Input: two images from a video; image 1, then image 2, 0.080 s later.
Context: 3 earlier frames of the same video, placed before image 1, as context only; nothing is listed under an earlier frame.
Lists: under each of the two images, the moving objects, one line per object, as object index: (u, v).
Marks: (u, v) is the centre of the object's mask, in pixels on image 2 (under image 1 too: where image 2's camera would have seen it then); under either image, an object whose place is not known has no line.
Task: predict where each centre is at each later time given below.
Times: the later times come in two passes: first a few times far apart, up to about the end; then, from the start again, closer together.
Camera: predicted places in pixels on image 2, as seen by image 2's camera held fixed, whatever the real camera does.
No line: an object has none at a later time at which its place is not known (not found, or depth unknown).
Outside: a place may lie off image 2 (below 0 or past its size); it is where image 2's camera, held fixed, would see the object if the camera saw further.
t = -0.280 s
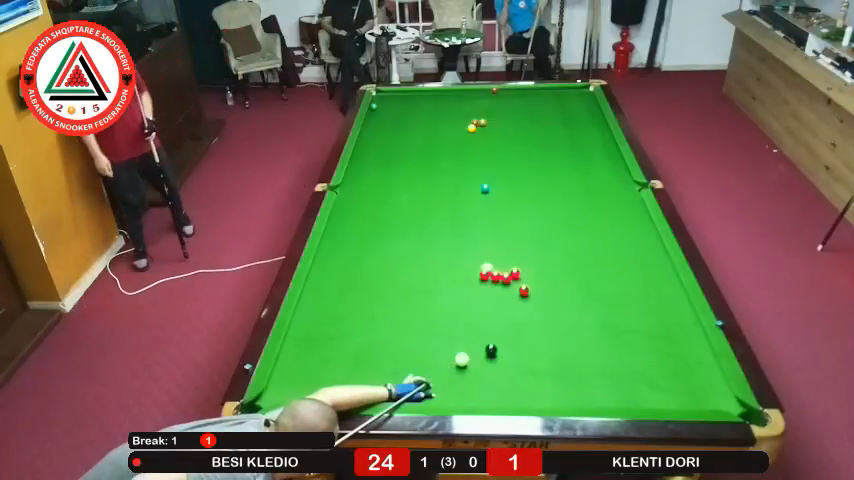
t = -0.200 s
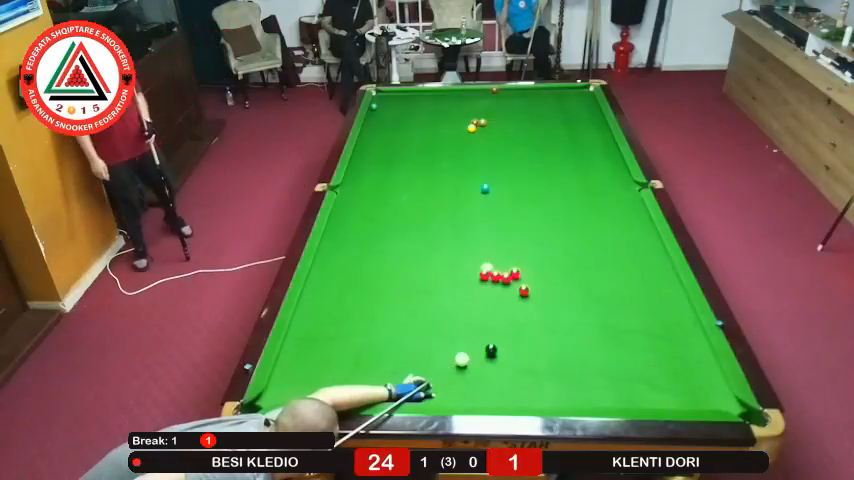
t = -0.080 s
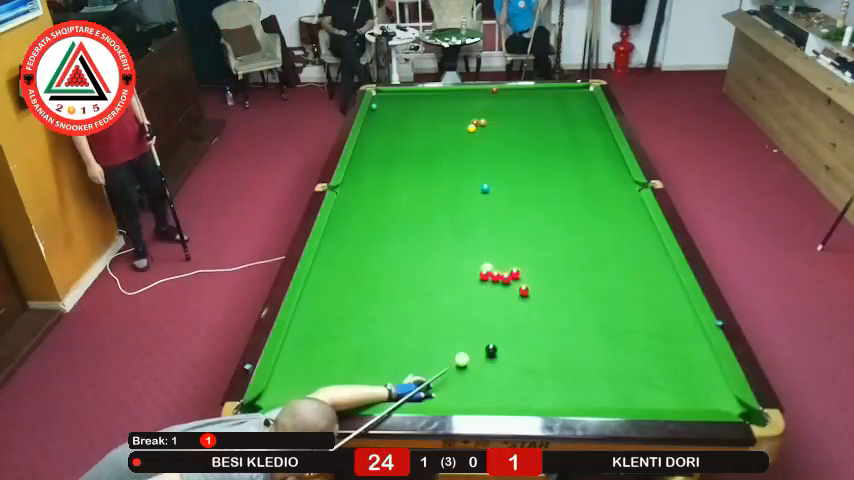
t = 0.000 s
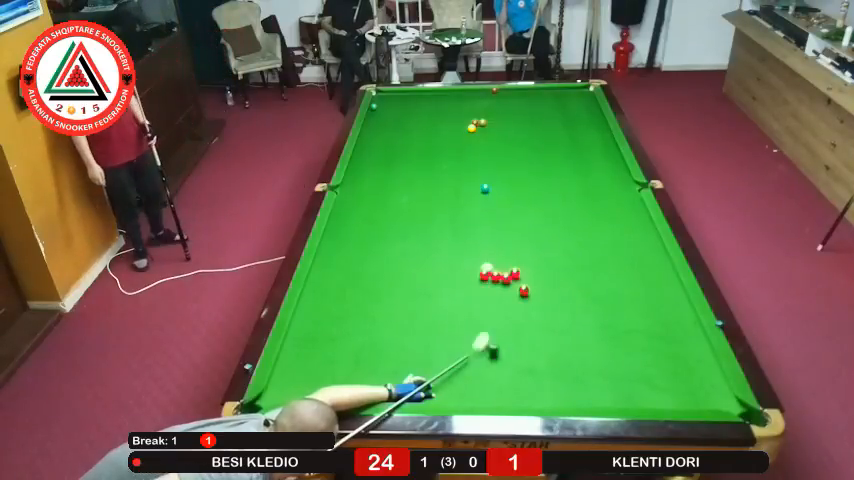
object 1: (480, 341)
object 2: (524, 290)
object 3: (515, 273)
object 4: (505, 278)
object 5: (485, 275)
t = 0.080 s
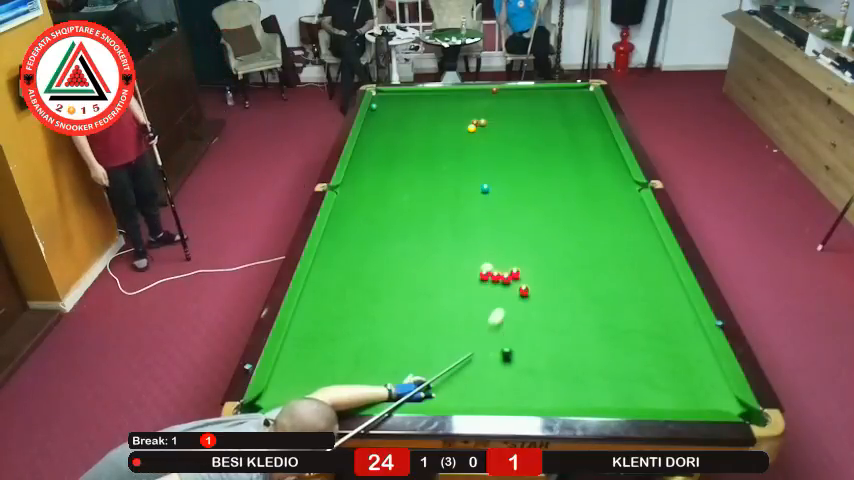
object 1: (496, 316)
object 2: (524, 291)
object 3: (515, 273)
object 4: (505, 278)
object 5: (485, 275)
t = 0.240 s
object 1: (507, 284)
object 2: (542, 284)
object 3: (514, 273)
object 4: (504, 275)
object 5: (485, 275)
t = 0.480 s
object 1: (500, 275)
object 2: (594, 267)
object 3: (536, 262)
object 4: (507, 269)
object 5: (469, 273)
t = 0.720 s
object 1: (495, 265)
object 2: (637, 253)
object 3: (555, 253)
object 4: (506, 263)
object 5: (456, 271)
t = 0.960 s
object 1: (494, 257)
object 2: (642, 242)
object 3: (571, 244)
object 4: (508, 258)
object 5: (444, 270)
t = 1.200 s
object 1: (492, 249)
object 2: (609, 233)
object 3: (587, 236)
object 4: (509, 253)
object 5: (433, 269)
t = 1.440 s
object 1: (491, 243)
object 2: (592, 220)
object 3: (590, 233)
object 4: (510, 249)
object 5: (423, 268)
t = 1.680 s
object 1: (489, 237)
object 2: (581, 207)
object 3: (587, 233)
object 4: (510, 245)
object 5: (415, 267)
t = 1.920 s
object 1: (488, 232)
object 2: (571, 195)
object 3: (586, 233)
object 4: (510, 243)
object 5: (407, 267)
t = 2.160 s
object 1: (487, 228)
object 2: (561, 184)
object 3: (586, 233)
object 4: (510, 241)
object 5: (401, 266)
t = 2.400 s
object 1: (486, 224)
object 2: (553, 175)
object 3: (586, 233)
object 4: (510, 239)
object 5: (396, 265)
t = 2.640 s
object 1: (485, 221)
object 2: (546, 166)
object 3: (586, 233)
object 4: (510, 238)
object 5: (391, 265)
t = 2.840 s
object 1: (484, 218)
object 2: (540, 160)
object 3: (586, 233)
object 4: (509, 238)
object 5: (389, 265)
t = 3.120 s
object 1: (484, 216)
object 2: (534, 152)
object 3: (586, 233)
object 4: (510, 238)
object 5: (387, 265)
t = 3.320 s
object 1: (483, 215)
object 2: (529, 146)
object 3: (586, 233)
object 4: (510, 238)
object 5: (386, 265)
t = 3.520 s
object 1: (482, 214)
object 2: (525, 141)
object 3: (586, 233)
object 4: (510, 238)
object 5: (386, 265)
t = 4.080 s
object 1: (481, 214)
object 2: (515, 129)
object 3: (586, 233)
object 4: (510, 238)
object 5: (386, 264)
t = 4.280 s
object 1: (481, 214)
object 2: (512, 126)
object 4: (510, 238)
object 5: (386, 264)
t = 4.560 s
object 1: (481, 214)
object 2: (508, 121)
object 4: (510, 238)
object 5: (386, 264)
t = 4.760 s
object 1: (481, 214)
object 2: (506, 118)
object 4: (510, 238)
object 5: (386, 264)
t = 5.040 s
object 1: (481, 214)
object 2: (503, 115)
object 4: (510, 238)
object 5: (386, 264)
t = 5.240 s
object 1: (481, 214)
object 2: (501, 112)
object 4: (510, 238)
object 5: (386, 264)
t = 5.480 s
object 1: (481, 214)
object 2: (499, 110)
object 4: (510, 238)
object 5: (386, 264)
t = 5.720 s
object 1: (481, 214)
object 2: (496, 108)
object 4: (510, 238)
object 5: (386, 264)
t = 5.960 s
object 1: (481, 214)
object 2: (495, 106)
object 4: (510, 238)
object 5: (386, 264)
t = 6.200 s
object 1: (481, 214)
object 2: (493, 104)
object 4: (510, 238)
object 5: (386, 264)
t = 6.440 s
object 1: (481, 214)
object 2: (492, 103)
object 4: (510, 238)
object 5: (386, 264)
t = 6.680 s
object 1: (481, 214)
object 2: (491, 101)
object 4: (510, 238)
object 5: (386, 264)
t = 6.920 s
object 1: (481, 214)
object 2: (490, 100)
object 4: (510, 238)
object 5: (386, 264)
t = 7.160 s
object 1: (481, 214)
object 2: (489, 100)
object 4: (510, 238)
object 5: (386, 264)
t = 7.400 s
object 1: (481, 214)
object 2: (489, 100)
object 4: (510, 238)
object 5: (386, 264)
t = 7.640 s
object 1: (481, 214)
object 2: (489, 99)
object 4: (510, 238)
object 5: (386, 264)
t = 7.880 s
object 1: (481, 214)
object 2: (489, 99)
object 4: (510, 238)
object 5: (386, 264)
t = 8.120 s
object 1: (481, 214)
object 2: (489, 99)
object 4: (510, 238)
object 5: (386, 264)
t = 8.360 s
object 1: (481, 214)
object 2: (489, 99)
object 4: (510, 238)
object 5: (386, 264)
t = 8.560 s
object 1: (481, 214)
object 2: (489, 99)
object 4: (510, 238)
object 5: (386, 264)
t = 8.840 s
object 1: (481, 214)
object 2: (489, 99)
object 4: (510, 238)
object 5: (386, 264)
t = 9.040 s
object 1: (481, 214)
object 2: (489, 99)
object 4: (510, 238)
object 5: (386, 264)
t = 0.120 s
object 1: (504, 305)
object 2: (524, 290)
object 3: (515, 273)
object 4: (505, 278)
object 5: (485, 275)
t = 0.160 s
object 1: (511, 295)
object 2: (524, 290)
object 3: (515, 273)
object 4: (505, 278)
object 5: (485, 275)
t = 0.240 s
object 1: (507, 284)
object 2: (542, 284)
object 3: (514, 273)
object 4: (504, 275)
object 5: (485, 275)
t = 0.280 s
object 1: (505, 284)
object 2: (553, 281)
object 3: (518, 271)
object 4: (505, 274)
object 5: (482, 275)
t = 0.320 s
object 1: (503, 283)
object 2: (562, 277)
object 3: (523, 269)
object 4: (506, 273)
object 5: (480, 275)
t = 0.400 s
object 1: (501, 279)
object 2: (579, 272)
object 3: (530, 266)
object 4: (506, 271)
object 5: (474, 274)
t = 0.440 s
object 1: (500, 277)
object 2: (587, 269)
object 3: (533, 264)
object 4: (507, 270)
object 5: (472, 273)
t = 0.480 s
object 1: (500, 275)
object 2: (594, 267)
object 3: (536, 262)
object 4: (507, 269)
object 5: (469, 273)
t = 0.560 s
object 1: (498, 272)
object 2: (609, 262)
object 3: (543, 259)
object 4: (507, 267)
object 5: (465, 272)
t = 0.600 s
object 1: (498, 270)
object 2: (616, 260)
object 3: (546, 257)
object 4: (507, 266)
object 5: (463, 272)
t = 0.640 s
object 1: (497, 268)
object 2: (623, 258)
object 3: (549, 255)
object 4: (506, 265)
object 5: (460, 272)
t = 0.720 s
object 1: (495, 265)
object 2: (637, 253)
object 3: (555, 253)
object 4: (506, 263)
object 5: (456, 271)
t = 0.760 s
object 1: (495, 264)
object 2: (644, 251)
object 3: (558, 251)
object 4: (507, 262)
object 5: (454, 271)
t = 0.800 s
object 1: (495, 262)
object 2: (651, 248)
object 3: (561, 249)
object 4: (507, 262)
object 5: (452, 271)
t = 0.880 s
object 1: (494, 259)
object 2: (654, 245)
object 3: (566, 246)
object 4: (507, 260)
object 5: (448, 270)
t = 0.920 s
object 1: (494, 258)
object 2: (647, 244)
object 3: (569, 245)
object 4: (507, 259)
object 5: (446, 270)
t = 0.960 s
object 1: (494, 257)
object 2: (642, 242)
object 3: (571, 244)
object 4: (508, 258)
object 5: (444, 270)
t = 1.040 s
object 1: (493, 254)
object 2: (631, 238)
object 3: (577, 241)
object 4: (508, 257)
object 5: (440, 269)
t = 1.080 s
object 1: (493, 253)
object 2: (625, 237)
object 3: (579, 240)
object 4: (508, 256)
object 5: (438, 269)
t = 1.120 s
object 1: (493, 252)
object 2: (620, 236)
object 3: (582, 238)
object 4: (508, 255)
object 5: (436, 269)
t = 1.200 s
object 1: (492, 249)
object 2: (609, 233)
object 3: (587, 236)
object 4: (509, 253)
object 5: (433, 269)
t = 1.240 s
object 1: (492, 248)
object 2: (604, 232)
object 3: (590, 234)
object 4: (509, 252)
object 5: (431, 268)
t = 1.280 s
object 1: (492, 247)
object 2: (600, 229)
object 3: (592, 233)
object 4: (509, 252)
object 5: (430, 268)
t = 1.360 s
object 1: (491, 245)
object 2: (596, 225)
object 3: (590, 234)
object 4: (509, 250)
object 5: (427, 268)
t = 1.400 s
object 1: (491, 244)
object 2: (594, 222)
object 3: (590, 233)
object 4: (509, 250)
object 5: (425, 268)
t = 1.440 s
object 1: (491, 243)
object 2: (592, 220)
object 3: (590, 233)
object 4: (510, 249)
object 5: (423, 268)
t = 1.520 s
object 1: (490, 241)
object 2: (588, 216)
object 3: (588, 233)
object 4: (510, 248)
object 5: (420, 268)
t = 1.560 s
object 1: (490, 240)
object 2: (586, 213)
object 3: (588, 233)
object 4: (510, 247)
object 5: (419, 268)
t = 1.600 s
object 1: (490, 239)
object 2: (584, 211)
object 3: (587, 233)
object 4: (510, 246)
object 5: (418, 267)
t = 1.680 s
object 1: (489, 237)
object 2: (581, 207)
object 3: (587, 233)
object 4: (510, 245)
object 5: (415, 267)
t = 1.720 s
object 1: (489, 236)
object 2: (579, 205)
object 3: (587, 233)
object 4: (510, 245)
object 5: (413, 267)
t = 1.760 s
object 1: (489, 235)
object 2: (577, 203)
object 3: (586, 233)
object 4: (510, 245)
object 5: (412, 267)
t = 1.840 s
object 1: (489, 233)
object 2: (574, 199)
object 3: (586, 233)
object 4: (510, 244)
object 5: (410, 266)
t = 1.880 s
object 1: (489, 233)
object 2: (572, 197)
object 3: (586, 233)
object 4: (510, 243)
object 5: (408, 267)
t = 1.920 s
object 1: (488, 232)
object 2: (571, 195)
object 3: (586, 233)
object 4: (510, 243)
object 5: (407, 267)
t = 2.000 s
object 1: (488, 230)
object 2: (567, 192)
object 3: (586, 233)
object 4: (510, 242)
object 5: (405, 266)
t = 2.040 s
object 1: (488, 230)
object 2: (566, 190)
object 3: (586, 233)
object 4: (510, 242)
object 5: (404, 266)
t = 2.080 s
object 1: (487, 229)
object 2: (564, 188)
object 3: (586, 233)
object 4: (510, 241)
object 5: (403, 266)
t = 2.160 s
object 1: (487, 228)
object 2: (561, 184)
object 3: (586, 233)
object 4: (510, 241)
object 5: (401, 266)
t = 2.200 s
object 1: (487, 227)
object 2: (560, 183)
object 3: (586, 233)
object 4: (510, 241)
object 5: (400, 266)
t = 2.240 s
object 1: (487, 226)
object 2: (559, 181)
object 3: (586, 233)
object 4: (510, 240)
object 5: (399, 266)
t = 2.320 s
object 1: (486, 225)
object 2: (556, 178)
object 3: (586, 233)
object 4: (510, 240)
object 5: (397, 265)
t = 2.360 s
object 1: (486, 225)
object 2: (555, 177)
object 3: (586, 233)
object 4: (510, 240)
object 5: (396, 265)
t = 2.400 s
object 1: (486, 224)
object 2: (553, 175)
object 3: (586, 233)
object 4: (510, 239)
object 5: (396, 265)
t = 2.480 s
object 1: (486, 223)
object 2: (551, 172)
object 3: (586, 233)
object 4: (510, 239)
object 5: (394, 265)
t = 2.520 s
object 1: (486, 222)
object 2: (550, 171)
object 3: (586, 233)
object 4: (510, 239)
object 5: (394, 265)
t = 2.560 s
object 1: (485, 222)
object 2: (548, 169)
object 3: (586, 233)
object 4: (510, 239)
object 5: (393, 265)
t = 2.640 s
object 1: (485, 221)
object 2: (546, 166)
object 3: (586, 233)
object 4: (510, 238)
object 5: (391, 265)
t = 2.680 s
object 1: (485, 220)
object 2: (545, 165)
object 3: (586, 233)
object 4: (510, 238)
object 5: (391, 265)
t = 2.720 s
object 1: (485, 220)
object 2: (544, 164)
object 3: (586, 233)
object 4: (510, 238)
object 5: (391, 265)
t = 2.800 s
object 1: (484, 219)
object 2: (542, 161)
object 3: (586, 233)
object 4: (509, 238)
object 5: (390, 265)
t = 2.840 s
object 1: (484, 218)
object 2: (540, 160)
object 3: (586, 233)
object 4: (509, 238)
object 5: (389, 265)
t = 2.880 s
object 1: (484, 218)
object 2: (539, 159)
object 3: (585, 233)
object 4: (509, 238)
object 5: (389, 265)
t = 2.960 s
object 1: (484, 217)
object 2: (537, 157)
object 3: (586, 233)
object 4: (509, 238)
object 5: (388, 265)
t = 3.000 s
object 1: (484, 217)
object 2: (536, 155)
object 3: (586, 233)
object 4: (510, 238)
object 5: (387, 265)
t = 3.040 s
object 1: (484, 217)
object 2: (535, 154)
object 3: (586, 233)
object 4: (510, 238)
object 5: (387, 265)
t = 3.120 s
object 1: (484, 216)
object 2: (534, 152)
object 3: (586, 233)
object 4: (510, 238)
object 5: (387, 265)
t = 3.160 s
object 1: (484, 216)
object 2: (533, 151)
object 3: (586, 233)
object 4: (510, 238)
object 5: (387, 265)
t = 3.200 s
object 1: (483, 216)
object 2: (532, 149)
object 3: (585, 233)
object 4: (510, 238)
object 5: (387, 265)
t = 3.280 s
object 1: (483, 215)
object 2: (530, 147)
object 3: (586, 233)
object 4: (510, 238)
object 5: (386, 265)
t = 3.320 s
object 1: (483, 215)
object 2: (529, 146)
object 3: (586, 233)
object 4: (510, 238)
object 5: (386, 265)
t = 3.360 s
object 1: (483, 215)
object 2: (528, 145)
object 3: (586, 233)
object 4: (510, 238)
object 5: (386, 264)
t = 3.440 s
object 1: (482, 215)
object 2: (527, 143)
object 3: (586, 233)
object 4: (510, 238)
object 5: (386, 264)
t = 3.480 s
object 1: (482, 215)
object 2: (526, 142)
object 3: (586, 233)
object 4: (510, 238)
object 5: (386, 265)
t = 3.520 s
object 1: (482, 214)
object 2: (525, 141)
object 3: (586, 233)
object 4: (510, 238)
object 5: (386, 265)
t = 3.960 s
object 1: (481, 214)
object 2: (517, 132)
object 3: (586, 233)
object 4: (510, 238)
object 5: (386, 264)
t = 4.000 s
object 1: (481, 214)
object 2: (516, 131)
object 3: (586, 233)
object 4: (510, 238)
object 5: (386, 264)
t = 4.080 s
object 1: (481, 214)
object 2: (515, 129)
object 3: (586, 233)
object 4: (510, 238)
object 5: (386, 264)
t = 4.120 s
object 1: (481, 214)
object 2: (514, 129)
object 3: (586, 233)
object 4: (510, 238)
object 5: (386, 264)
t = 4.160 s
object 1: (481, 214)
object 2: (514, 128)
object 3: (586, 233)
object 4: (510, 238)
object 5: (386, 264)
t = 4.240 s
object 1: (481, 214)
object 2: (513, 127)
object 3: (586, 233)
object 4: (510, 238)
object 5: (386, 264)
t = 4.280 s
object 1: (481, 214)
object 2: (512, 126)
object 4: (510, 238)
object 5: (386, 264)
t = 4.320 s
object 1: (481, 214)
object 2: (511, 125)
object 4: (510, 238)
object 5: (386, 264)
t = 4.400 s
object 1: (481, 214)
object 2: (510, 124)
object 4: (510, 238)
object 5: (386, 264)
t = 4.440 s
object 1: (481, 214)
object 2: (510, 123)
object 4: (510, 238)
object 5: (386, 264)
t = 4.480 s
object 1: (481, 214)
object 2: (509, 122)
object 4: (510, 238)
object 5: (386, 264)
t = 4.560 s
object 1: (481, 214)
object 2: (508, 121)
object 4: (510, 238)
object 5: (386, 264)
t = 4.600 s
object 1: (481, 214)
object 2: (507, 120)
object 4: (510, 238)
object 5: (386, 264)
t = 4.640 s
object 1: (481, 214)
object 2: (507, 120)
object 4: (510, 238)
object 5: (386, 264)
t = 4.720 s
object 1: (481, 214)
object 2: (506, 119)
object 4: (510, 238)
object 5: (386, 264)
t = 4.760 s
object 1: (481, 214)
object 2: (506, 118)
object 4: (510, 238)
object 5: (386, 264)
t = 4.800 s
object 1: (481, 214)
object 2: (505, 118)
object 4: (510, 238)
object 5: (386, 264)
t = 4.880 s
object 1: (481, 214)
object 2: (505, 116)
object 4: (510, 238)
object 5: (386, 264)
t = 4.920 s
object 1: (481, 214)
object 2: (504, 116)
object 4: (510, 238)
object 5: (386, 264)
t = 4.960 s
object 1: (481, 214)
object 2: (504, 116)
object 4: (510, 238)
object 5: (386, 264)
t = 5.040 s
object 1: (481, 214)
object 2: (503, 115)
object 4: (510, 238)
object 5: (386, 264)
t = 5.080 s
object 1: (481, 214)
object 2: (502, 114)
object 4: (510, 238)
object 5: (386, 264)
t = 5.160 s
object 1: (481, 214)
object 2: (501, 113)
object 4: (510, 238)
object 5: (386, 264)
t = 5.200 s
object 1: (481, 214)
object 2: (501, 113)
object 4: (510, 238)
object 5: (386, 264)
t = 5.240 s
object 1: (481, 214)
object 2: (501, 112)
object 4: (510, 238)
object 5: (386, 264)
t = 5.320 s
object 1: (481, 214)
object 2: (500, 111)
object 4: (510, 238)
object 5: (386, 264)
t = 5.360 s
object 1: (481, 214)
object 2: (500, 111)
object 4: (510, 238)
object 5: (386, 264)
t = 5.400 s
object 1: (481, 214)
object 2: (499, 111)
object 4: (510, 238)
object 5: (386, 264)
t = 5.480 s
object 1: (481, 214)
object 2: (499, 110)
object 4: (510, 238)
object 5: (386, 264)
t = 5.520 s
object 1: (481, 214)
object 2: (498, 109)
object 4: (510, 238)
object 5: (386, 264)
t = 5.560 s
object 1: (481, 214)
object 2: (498, 109)
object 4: (510, 238)
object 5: (386, 264)
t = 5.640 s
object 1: (481, 214)
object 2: (497, 108)
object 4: (510, 238)
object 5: (386, 264)
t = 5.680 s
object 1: (481, 214)
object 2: (497, 108)
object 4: (510, 238)
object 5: (386, 264)
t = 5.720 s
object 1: (481, 214)
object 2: (496, 108)
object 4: (510, 238)
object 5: (386, 264)
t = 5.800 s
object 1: (481, 214)
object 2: (496, 107)
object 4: (510, 238)
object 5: (386, 264)
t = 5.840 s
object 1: (481, 214)
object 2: (496, 107)
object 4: (510, 238)
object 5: (386, 264)
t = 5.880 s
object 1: (481, 214)
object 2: (496, 107)
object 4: (510, 238)
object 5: (386, 264)
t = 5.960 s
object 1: (481, 214)
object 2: (495, 106)
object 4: (510, 238)
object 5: (386, 264)
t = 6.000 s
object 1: (481, 214)
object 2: (495, 106)
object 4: (510, 238)
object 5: (386, 264)
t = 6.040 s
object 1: (481, 214)
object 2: (494, 105)
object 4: (510, 238)
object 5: (386, 264)
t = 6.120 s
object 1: (481, 214)
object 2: (494, 104)
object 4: (510, 238)
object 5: (386, 264)
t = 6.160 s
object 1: (481, 214)
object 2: (494, 104)
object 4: (510, 238)
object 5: (386, 264)
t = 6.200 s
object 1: (481, 214)
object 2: (493, 104)
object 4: (510, 238)
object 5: (386, 264)
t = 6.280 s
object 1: (481, 214)
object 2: (493, 104)
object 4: (510, 238)
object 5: (386, 264)
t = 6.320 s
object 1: (481, 214)
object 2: (493, 103)
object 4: (510, 238)
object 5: (386, 264)
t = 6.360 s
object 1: (481, 214)
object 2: (493, 103)
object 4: (510, 238)
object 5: (386, 264)
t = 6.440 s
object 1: (481, 214)
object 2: (492, 103)
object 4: (510, 238)
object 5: (386, 264)
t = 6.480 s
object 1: (481, 214)
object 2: (492, 102)
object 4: (510, 238)
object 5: (386, 264)
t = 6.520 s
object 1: (481, 214)
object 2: (492, 102)
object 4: (510, 238)
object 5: (386, 264)
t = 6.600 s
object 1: (481, 214)
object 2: (492, 102)
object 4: (510, 238)
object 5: (386, 264)
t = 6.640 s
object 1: (481, 214)
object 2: (491, 101)
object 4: (510, 238)
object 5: (386, 264)
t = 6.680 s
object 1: (481, 214)
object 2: (491, 101)
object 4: (510, 238)
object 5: (386, 264)
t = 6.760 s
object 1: (481, 214)
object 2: (490, 101)
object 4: (510, 238)
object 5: (386, 264)
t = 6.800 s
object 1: (481, 214)
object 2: (490, 101)
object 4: (510, 238)
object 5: (386, 264)
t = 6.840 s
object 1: (481, 214)
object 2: (490, 101)
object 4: (510, 238)
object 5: (386, 264)
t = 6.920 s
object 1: (481, 214)
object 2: (490, 100)
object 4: (510, 238)
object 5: (386, 264)
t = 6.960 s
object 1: (481, 214)
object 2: (490, 101)
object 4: (510, 238)
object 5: (386, 264)
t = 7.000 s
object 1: (481, 214)
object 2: (489, 100)
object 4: (510, 238)
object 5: (386, 264)
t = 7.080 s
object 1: (481, 214)
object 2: (489, 100)
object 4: (510, 238)
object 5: (386, 264)
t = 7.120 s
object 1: (481, 214)
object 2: (489, 100)
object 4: (510, 238)
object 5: (386, 264)
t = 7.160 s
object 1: (481, 214)
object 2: (489, 100)
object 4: (510, 238)
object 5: (386, 264)
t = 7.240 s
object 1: (481, 214)
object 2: (489, 100)
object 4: (510, 238)
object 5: (386, 264)
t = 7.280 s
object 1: (481, 214)
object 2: (489, 100)
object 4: (510, 238)
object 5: (386, 264)
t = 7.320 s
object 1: (481, 214)
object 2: (489, 100)
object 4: (510, 238)
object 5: (386, 264)
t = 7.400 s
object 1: (481, 214)
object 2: (489, 100)
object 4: (510, 238)
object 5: (386, 264)
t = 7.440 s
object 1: (481, 214)
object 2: (489, 100)
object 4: (510, 238)
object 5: (386, 264)
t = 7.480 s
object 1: (481, 214)
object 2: (489, 100)
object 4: (510, 238)
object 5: (386, 264)
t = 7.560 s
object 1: (481, 214)
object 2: (489, 99)
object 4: (510, 238)
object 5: (386, 264)
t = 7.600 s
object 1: (481, 214)
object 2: (489, 100)
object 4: (510, 238)
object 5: (386, 264)
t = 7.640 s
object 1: (481, 214)
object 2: (489, 99)
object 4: (510, 238)
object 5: (386, 264)
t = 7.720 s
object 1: (481, 214)
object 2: (489, 99)
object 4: (510, 238)
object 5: (386, 264)
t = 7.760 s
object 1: (481, 214)
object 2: (489, 99)
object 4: (510, 238)
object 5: (386, 264)
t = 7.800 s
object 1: (481, 214)
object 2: (489, 99)
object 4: (510, 238)
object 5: (386, 264)
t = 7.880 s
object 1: (481, 214)
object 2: (489, 99)
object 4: (510, 238)
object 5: (386, 264)
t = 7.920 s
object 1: (481, 214)
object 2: (489, 99)
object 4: (510, 238)
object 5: (386, 264)
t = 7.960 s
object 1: (481, 214)
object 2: (489, 99)
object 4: (510, 238)
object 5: (386, 264)
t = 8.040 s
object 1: (481, 214)
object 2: (489, 99)
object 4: (510, 238)
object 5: (386, 264)
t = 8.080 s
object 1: (481, 214)
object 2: (489, 99)
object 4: (510, 238)
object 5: (386, 264)
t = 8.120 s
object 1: (481, 214)
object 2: (489, 99)
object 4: (510, 238)
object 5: (386, 264)
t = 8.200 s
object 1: (481, 214)
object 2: (489, 99)
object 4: (510, 238)
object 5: (386, 264)
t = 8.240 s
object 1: (481, 214)
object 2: (489, 99)
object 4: (510, 238)
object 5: (386, 264)
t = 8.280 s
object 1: (481, 214)
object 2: (489, 99)
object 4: (510, 238)
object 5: (386, 264)
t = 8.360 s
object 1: (481, 214)
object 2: (489, 99)
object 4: (510, 238)
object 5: (386, 264)
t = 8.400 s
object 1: (481, 214)
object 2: (489, 99)
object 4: (510, 238)
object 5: (386, 264)
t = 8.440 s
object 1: (481, 214)
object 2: (489, 99)
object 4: (510, 238)
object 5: (386, 264)
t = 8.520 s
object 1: (481, 214)
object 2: (489, 99)
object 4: (510, 238)
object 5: (386, 264)
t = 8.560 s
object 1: (481, 214)
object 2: (489, 99)
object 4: (510, 238)
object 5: (386, 264)
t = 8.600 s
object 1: (481, 214)
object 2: (489, 99)
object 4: (510, 238)
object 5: (386, 264)
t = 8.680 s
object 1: (481, 214)
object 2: (489, 99)
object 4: (510, 238)
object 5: (386, 264)
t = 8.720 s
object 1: (481, 214)
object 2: (489, 99)
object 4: (510, 238)
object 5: (386, 264)
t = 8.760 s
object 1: (481, 214)
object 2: (489, 99)
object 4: (510, 238)
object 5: (386, 264)
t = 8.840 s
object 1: (481, 214)
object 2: (489, 99)
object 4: (510, 238)
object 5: (386, 264)
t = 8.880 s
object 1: (481, 214)
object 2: (489, 99)
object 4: (510, 238)
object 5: (386, 264)
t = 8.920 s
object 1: (481, 214)
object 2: (489, 99)
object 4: (510, 238)
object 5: (386, 264)
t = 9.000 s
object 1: (481, 214)
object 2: (489, 99)
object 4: (510, 238)
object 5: (386, 264)
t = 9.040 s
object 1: (481, 214)
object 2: (489, 99)
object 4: (510, 238)
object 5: (386, 264)
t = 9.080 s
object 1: (481, 214)
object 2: (489, 99)
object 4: (510, 238)
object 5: (386, 264)
